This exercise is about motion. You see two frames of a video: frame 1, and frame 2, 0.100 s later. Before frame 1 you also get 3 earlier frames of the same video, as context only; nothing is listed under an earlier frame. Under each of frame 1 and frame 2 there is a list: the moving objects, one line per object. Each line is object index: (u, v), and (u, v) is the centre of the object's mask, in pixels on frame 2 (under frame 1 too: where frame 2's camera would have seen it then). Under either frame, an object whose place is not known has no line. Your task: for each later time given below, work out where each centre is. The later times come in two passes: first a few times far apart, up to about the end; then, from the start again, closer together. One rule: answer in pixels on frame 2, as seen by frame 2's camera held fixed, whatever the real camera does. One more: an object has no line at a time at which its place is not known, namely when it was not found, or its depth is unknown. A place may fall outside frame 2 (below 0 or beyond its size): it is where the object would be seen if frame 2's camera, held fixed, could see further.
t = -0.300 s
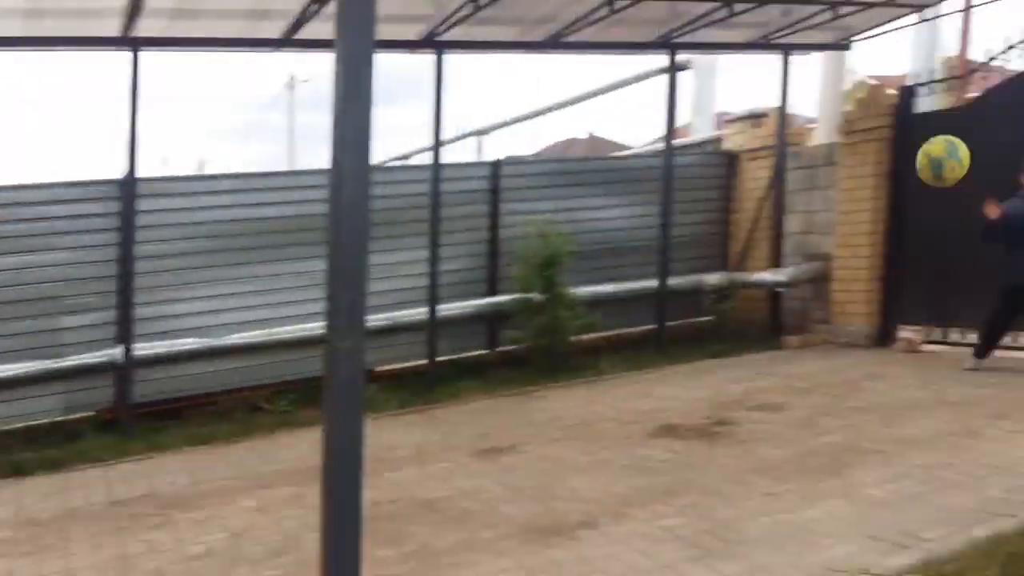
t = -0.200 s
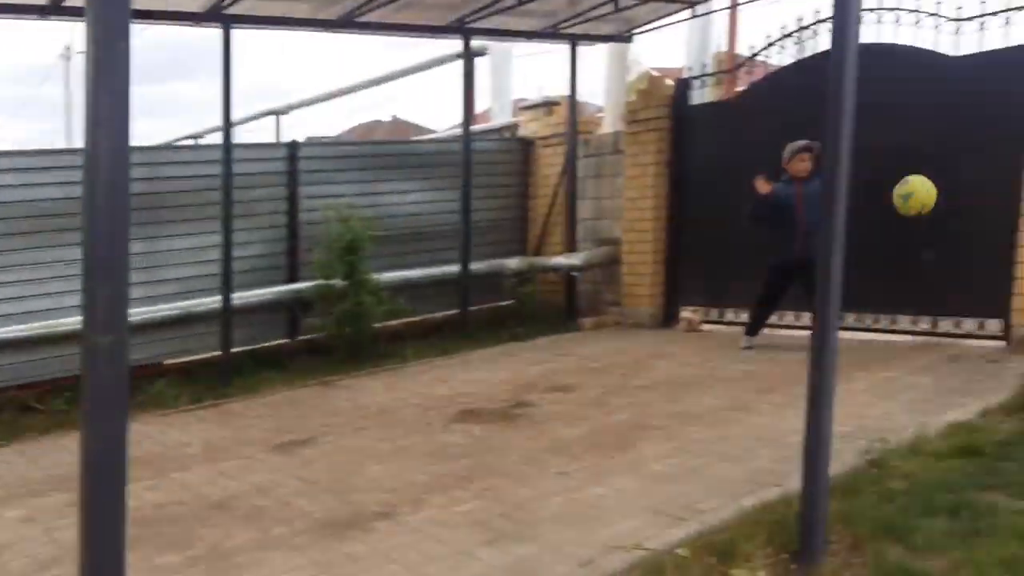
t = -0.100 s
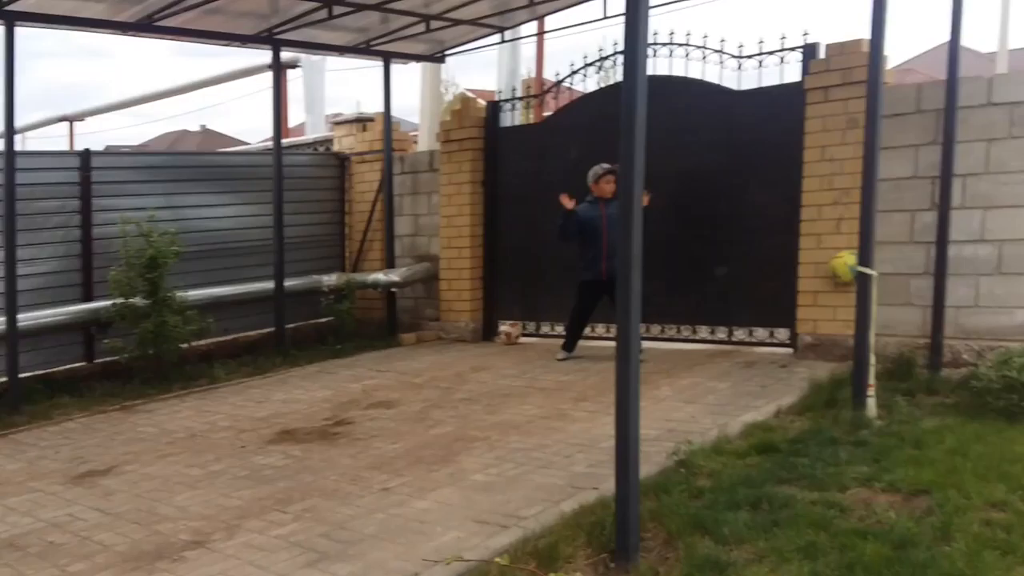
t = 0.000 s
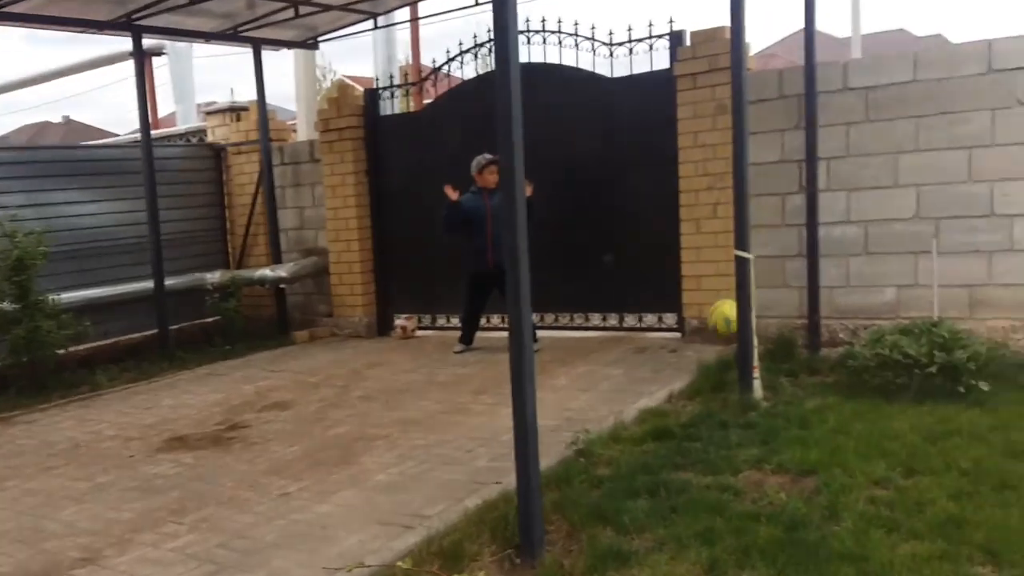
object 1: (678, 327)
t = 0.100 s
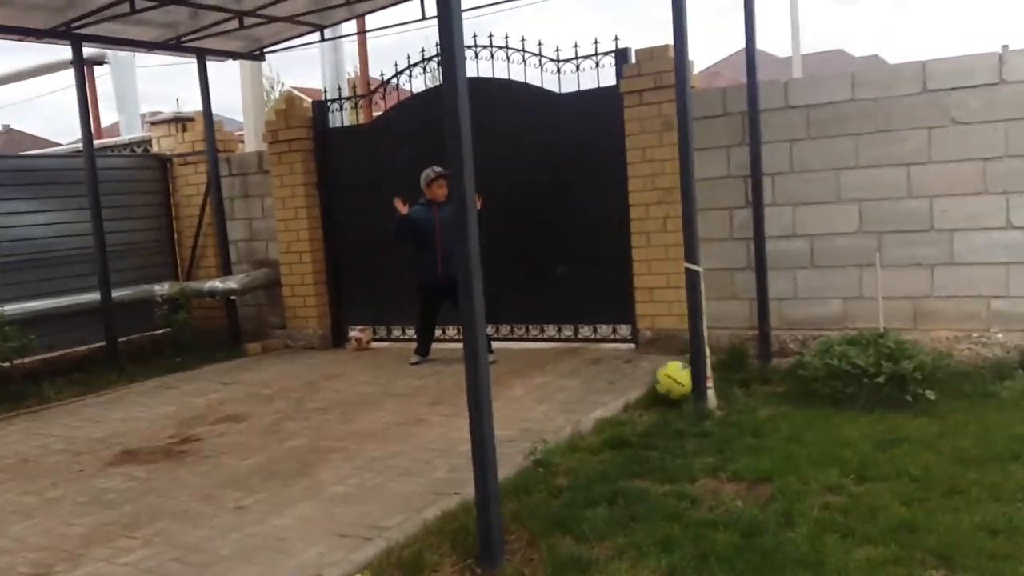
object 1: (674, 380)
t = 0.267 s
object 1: (583, 357)
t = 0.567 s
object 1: (409, 432)
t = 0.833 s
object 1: (265, 460)
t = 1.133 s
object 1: (50, 539)
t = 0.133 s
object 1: (657, 373)
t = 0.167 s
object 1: (639, 367)
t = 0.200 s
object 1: (620, 362)
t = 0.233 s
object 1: (603, 358)
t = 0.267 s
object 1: (583, 357)
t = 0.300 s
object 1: (563, 359)
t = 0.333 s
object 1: (544, 363)
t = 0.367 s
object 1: (525, 369)
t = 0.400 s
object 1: (506, 376)
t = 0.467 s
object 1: (457, 401)
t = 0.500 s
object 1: (446, 414)
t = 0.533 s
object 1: (427, 434)
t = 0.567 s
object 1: (409, 432)
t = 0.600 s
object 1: (392, 427)
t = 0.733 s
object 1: (323, 430)
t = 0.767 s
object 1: (306, 437)
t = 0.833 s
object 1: (265, 460)
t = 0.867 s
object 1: (245, 477)
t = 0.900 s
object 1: (225, 495)
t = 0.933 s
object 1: (203, 504)
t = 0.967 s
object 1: (178, 502)
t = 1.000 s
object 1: (153, 504)
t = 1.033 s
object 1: (129, 509)
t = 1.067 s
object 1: (105, 515)
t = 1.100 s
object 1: (77, 525)
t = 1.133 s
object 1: (50, 539)
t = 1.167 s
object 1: (21, 557)
